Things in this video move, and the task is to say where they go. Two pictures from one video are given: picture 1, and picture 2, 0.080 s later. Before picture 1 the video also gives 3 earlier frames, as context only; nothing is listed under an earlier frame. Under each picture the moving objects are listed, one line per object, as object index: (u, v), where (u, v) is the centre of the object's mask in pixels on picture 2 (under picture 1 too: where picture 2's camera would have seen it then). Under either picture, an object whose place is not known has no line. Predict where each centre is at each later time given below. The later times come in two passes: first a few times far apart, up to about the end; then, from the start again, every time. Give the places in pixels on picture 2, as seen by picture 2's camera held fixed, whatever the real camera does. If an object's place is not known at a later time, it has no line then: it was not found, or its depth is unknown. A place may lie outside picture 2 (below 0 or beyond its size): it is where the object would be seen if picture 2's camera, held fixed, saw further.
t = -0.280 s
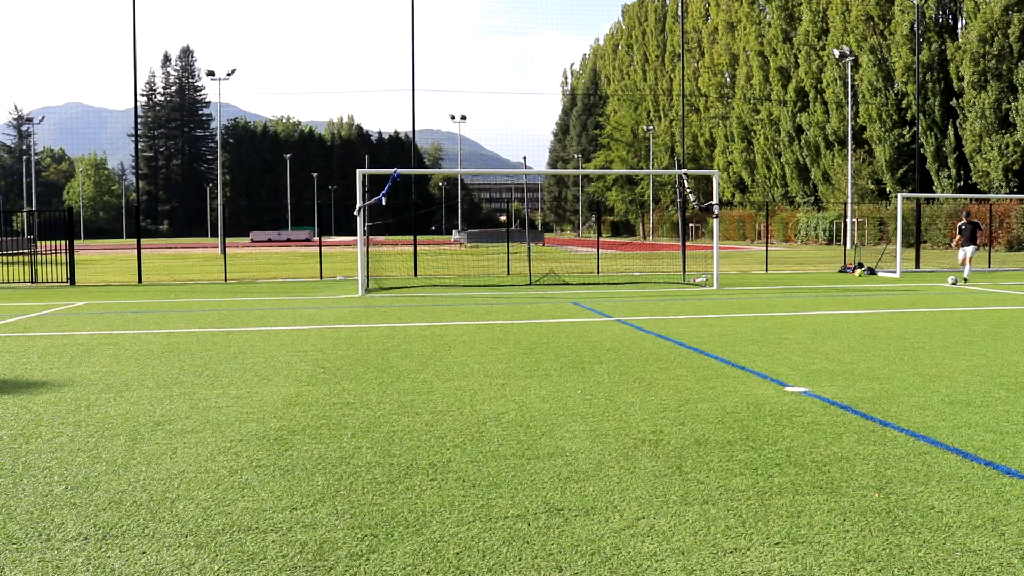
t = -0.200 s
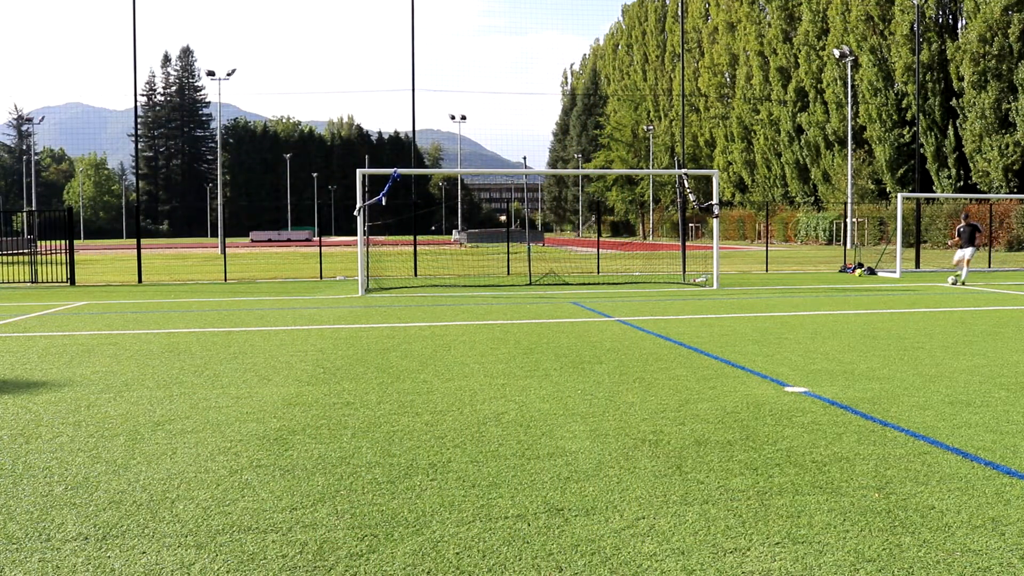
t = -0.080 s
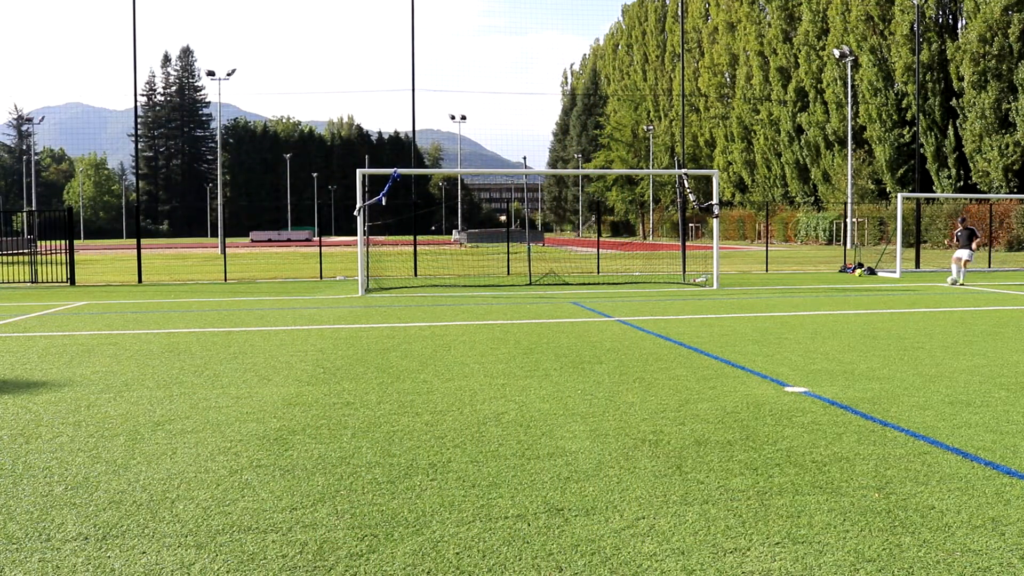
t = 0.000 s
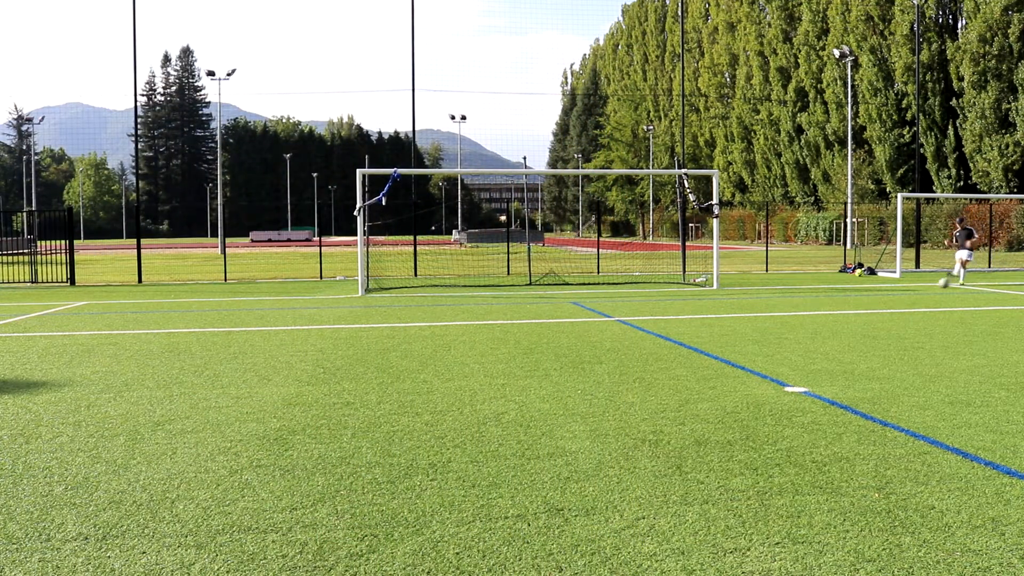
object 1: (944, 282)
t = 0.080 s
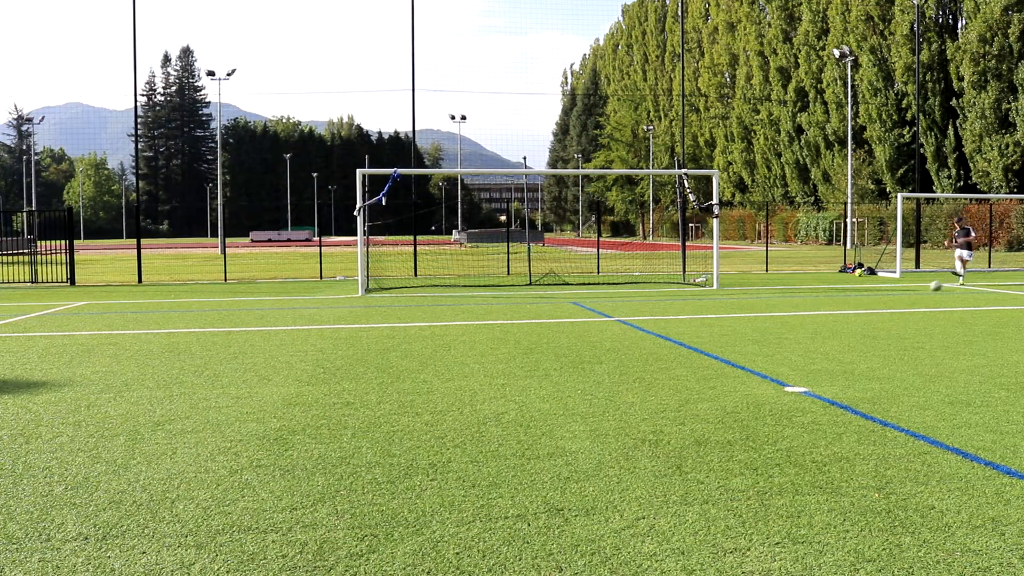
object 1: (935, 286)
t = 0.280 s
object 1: (913, 293)
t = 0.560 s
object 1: (876, 305)
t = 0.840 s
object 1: (832, 321)
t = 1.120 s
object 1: (784, 335)
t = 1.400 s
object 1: (722, 360)
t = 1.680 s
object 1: (636, 393)
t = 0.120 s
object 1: (931, 288)
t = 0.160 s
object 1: (926, 289)
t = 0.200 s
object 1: (922, 290)
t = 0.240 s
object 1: (917, 292)
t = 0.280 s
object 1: (913, 293)
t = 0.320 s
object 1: (908, 295)
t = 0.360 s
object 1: (903, 297)
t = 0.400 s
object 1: (897, 298)
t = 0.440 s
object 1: (892, 300)
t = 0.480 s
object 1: (887, 302)
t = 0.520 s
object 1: (882, 304)
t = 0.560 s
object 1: (876, 305)
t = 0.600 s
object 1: (870, 306)
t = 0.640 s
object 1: (864, 309)
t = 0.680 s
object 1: (858, 312)
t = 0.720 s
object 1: (852, 313)
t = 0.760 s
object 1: (846, 314)
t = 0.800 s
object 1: (839, 316)
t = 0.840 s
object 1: (832, 321)
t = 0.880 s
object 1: (826, 322)
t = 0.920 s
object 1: (819, 322)
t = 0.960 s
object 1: (812, 324)
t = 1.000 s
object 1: (805, 328)
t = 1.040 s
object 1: (798, 333)
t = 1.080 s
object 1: (791, 334)
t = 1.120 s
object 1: (784, 335)
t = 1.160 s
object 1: (775, 337)
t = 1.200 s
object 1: (767, 342)
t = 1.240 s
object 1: (759, 346)
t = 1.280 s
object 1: (750, 348)
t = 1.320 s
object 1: (741, 350)
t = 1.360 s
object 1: (732, 353)
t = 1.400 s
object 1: (722, 360)
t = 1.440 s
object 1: (712, 364)
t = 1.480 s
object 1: (699, 366)
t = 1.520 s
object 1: (689, 371)
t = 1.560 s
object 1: (677, 377)
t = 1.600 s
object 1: (663, 382)
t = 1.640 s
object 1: (650, 386)
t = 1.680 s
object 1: (636, 393)
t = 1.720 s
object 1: (619, 398)
